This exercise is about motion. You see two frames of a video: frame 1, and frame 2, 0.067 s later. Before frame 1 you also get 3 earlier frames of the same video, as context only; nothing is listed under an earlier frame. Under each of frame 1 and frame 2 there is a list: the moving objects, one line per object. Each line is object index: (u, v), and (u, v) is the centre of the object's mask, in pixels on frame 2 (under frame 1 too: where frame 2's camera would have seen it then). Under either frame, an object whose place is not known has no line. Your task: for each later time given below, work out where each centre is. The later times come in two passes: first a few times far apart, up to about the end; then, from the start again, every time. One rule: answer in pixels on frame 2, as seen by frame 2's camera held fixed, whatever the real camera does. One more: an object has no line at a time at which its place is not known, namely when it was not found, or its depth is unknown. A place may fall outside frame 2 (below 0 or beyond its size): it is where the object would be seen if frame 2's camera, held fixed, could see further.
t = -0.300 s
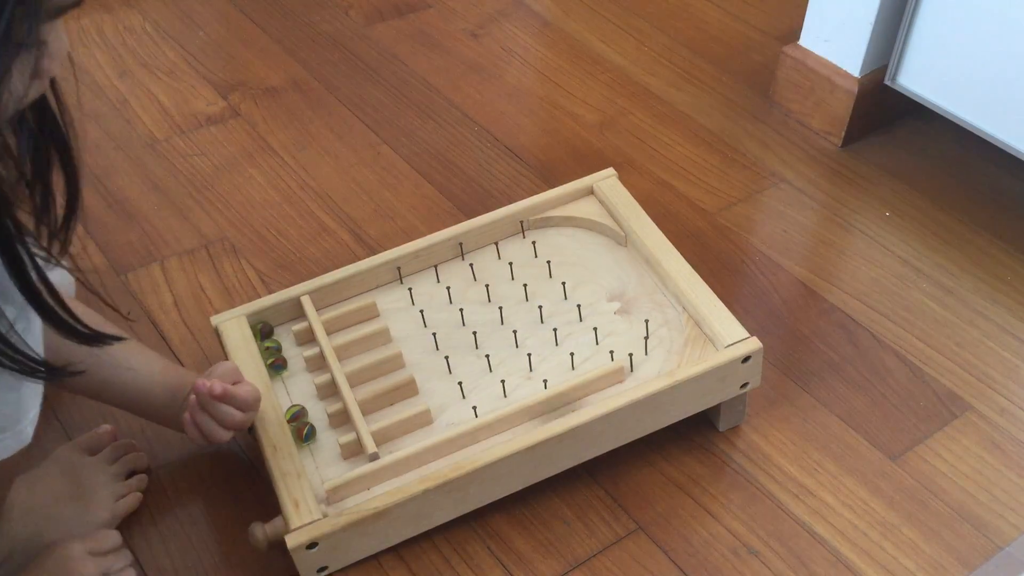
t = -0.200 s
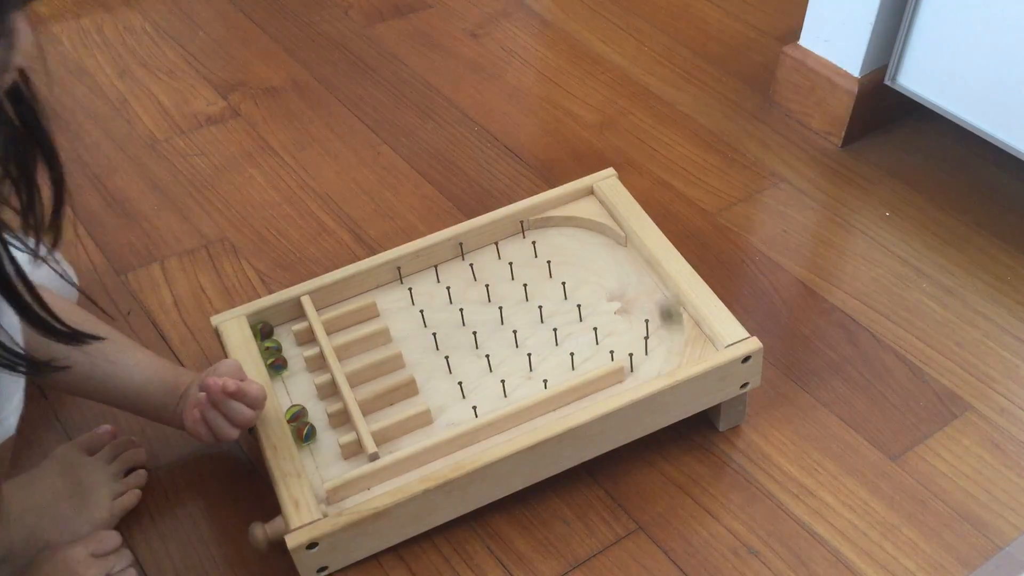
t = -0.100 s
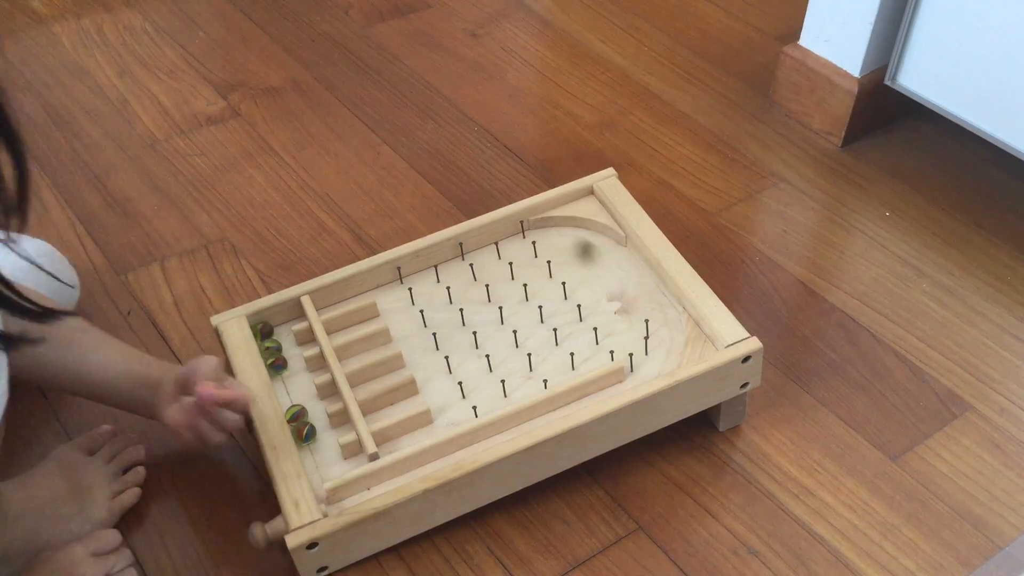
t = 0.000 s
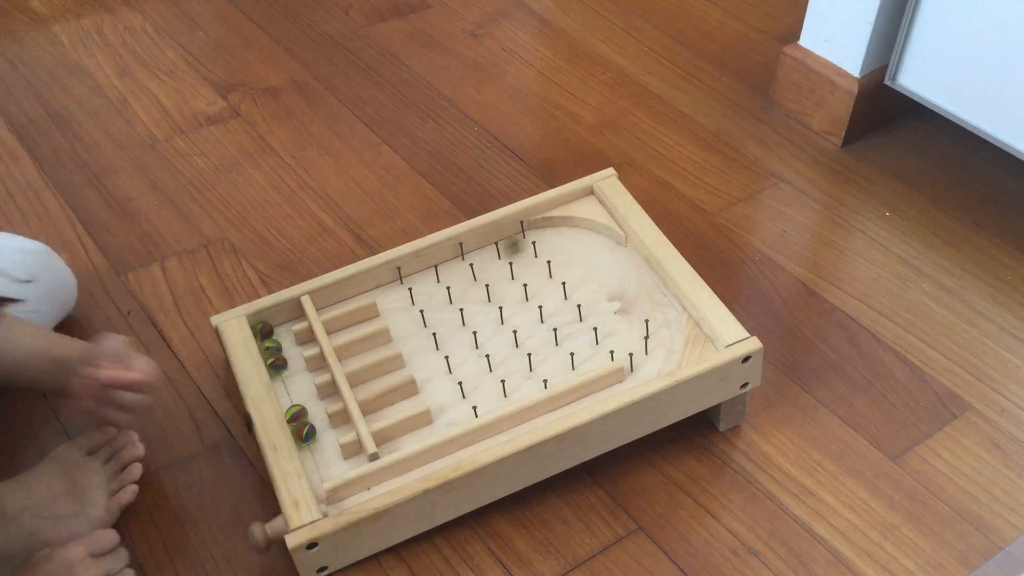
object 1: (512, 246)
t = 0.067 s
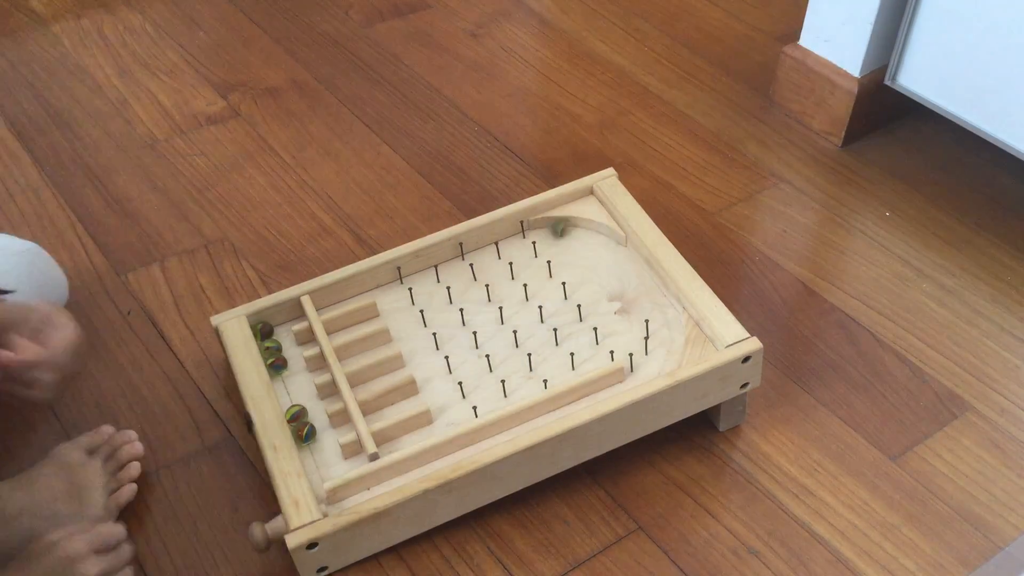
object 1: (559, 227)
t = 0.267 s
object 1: (579, 256)
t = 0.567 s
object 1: (487, 283)
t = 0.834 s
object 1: (444, 266)
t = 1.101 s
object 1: (413, 280)
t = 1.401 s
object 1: (385, 294)
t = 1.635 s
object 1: (359, 293)
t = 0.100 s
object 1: (568, 229)
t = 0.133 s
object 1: (574, 234)
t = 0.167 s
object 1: (577, 238)
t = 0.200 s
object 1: (580, 244)
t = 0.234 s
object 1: (580, 249)
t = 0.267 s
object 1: (579, 256)
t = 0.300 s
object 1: (576, 263)
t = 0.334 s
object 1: (572, 270)
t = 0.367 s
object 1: (566, 279)
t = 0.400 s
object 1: (557, 281)
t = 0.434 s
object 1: (544, 280)
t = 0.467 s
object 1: (533, 280)
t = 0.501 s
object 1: (519, 281)
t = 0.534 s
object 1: (503, 283)
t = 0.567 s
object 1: (487, 283)
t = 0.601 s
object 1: (469, 288)
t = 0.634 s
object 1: (460, 286)
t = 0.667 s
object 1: (460, 276)
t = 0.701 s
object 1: (457, 269)
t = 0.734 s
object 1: (451, 263)
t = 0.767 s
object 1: (448, 262)
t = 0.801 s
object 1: (446, 265)
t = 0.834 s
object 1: (444, 266)
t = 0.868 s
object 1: (444, 264)
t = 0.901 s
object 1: (442, 264)
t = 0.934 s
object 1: (439, 264)
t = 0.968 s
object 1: (435, 266)
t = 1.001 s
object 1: (430, 268)
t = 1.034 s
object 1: (423, 271)
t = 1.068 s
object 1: (416, 275)
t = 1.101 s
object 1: (413, 280)
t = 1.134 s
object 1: (414, 284)
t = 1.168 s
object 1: (414, 287)
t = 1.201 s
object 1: (414, 284)
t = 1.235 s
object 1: (412, 283)
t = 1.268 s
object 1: (408, 283)
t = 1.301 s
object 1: (404, 284)
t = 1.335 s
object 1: (399, 286)
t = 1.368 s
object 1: (394, 290)
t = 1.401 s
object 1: (385, 294)
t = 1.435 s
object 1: (383, 294)
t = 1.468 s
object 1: (383, 292)
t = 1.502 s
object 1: (381, 291)
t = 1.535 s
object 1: (377, 290)
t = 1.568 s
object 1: (372, 290)
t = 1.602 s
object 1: (366, 291)
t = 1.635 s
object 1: (359, 293)
